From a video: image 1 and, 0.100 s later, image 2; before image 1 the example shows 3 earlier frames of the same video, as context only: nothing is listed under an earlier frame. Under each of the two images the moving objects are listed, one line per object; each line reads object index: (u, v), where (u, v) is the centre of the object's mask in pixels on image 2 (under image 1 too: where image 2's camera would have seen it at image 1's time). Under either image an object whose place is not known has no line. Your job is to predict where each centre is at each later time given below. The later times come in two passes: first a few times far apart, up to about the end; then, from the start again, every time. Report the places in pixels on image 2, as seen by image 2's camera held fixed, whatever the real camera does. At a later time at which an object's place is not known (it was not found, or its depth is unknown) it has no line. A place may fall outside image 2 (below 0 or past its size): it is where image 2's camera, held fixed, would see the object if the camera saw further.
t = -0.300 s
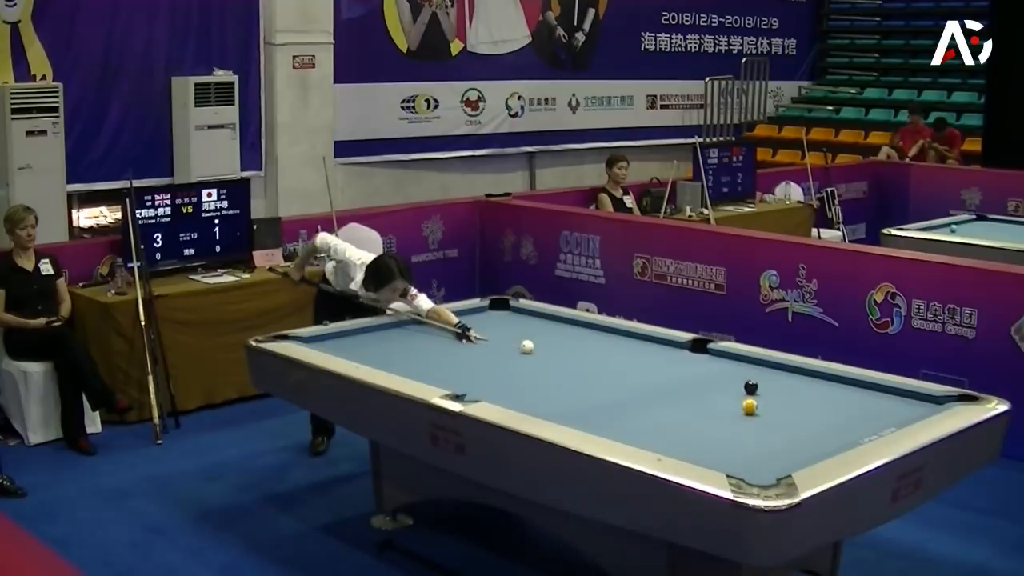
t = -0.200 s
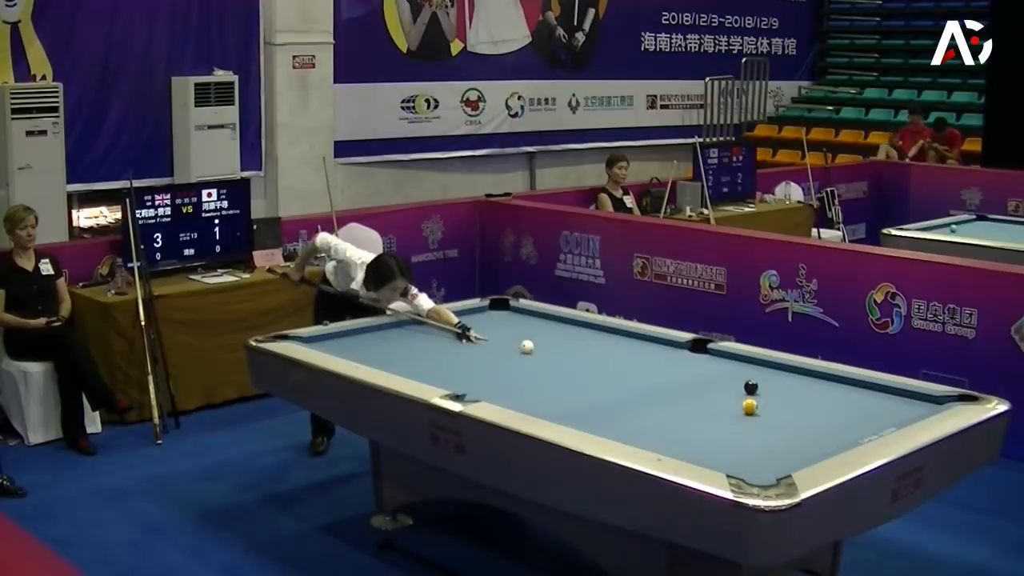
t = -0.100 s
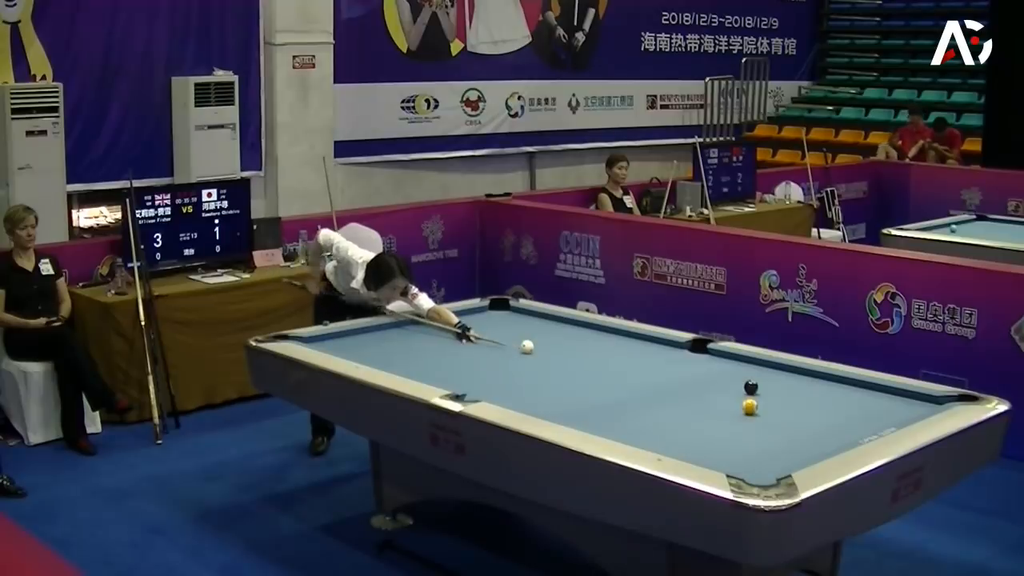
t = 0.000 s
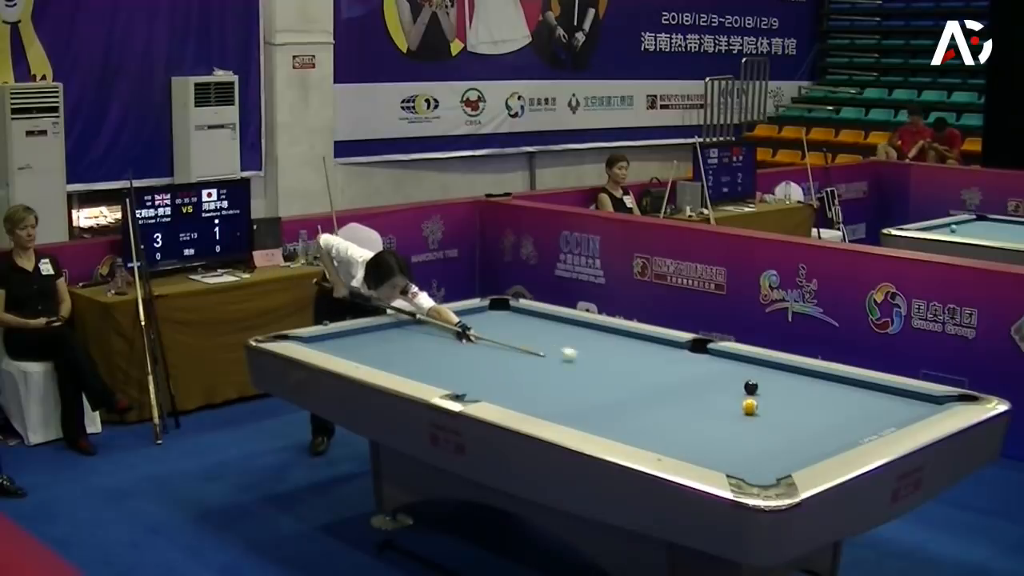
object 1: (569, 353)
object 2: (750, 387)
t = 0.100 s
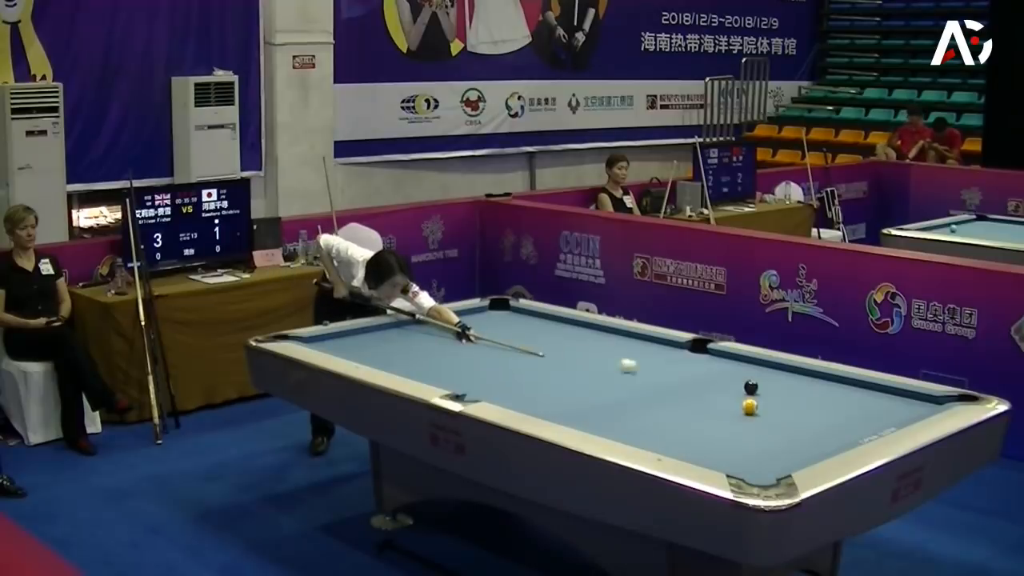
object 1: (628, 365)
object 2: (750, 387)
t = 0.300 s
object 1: (736, 386)
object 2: (755, 388)
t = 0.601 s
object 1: (726, 397)
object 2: (900, 399)
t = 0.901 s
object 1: (715, 406)
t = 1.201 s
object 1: (702, 416)
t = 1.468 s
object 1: (691, 424)
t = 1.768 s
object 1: (679, 433)
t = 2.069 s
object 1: (667, 442)
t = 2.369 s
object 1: (660, 444)
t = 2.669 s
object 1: (669, 443)
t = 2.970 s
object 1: (675, 442)
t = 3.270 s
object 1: (681, 439)
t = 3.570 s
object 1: (686, 438)
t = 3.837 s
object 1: (690, 437)
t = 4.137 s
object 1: (693, 436)
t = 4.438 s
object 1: (694, 436)
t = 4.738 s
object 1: (694, 436)
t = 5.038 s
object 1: (694, 436)
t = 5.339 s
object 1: (694, 436)
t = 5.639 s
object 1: (694, 436)
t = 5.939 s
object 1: (694, 436)
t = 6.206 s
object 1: (694, 436)
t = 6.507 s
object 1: (694, 436)
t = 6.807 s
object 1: (694, 436)
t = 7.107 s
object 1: (694, 436)
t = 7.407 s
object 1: (694, 436)
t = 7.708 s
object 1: (694, 436)
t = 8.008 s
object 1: (694, 436)
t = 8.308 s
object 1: (694, 436)
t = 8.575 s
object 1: (694, 436)
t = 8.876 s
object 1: (694, 436)
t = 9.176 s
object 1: (694, 436)
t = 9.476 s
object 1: (694, 436)
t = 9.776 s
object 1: (694, 436)
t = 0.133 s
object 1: (648, 368)
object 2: (750, 387)
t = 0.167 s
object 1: (667, 372)
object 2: (750, 387)
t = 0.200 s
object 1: (686, 376)
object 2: (750, 387)
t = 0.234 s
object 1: (705, 379)
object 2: (750, 387)
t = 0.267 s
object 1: (723, 383)
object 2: (750, 387)
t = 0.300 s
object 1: (736, 386)
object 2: (755, 388)
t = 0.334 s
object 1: (736, 388)
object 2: (773, 390)
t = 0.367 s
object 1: (735, 389)
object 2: (791, 391)
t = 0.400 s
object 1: (734, 391)
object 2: (809, 393)
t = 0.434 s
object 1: (733, 392)
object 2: (825, 395)
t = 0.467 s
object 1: (732, 393)
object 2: (841, 395)
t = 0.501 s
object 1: (730, 394)
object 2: (857, 397)
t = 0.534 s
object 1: (729, 395)
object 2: (872, 398)
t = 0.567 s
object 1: (728, 396)
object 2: (886, 399)
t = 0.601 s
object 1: (726, 397)
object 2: (900, 399)
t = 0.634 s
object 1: (725, 398)
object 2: (915, 401)
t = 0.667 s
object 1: (724, 399)
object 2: (928, 401)
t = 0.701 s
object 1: (722, 400)
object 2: (941, 400)
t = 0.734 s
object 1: (721, 401)
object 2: (958, 399)
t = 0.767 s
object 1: (720, 402)
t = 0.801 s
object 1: (718, 403)
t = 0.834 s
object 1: (717, 404)
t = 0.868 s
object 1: (716, 405)
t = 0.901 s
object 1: (715, 406)
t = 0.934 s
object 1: (713, 407)
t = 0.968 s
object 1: (712, 409)
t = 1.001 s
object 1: (710, 409)
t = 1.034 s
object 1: (709, 411)
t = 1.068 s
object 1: (708, 412)
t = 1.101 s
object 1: (707, 413)
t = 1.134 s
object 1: (705, 414)
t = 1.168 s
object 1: (704, 415)
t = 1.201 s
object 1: (702, 416)
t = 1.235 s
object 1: (701, 417)
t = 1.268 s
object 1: (700, 418)
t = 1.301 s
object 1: (698, 419)
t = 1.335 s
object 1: (697, 420)
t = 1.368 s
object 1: (695, 421)
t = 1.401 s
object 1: (694, 422)
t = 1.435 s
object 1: (693, 423)
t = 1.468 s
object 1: (691, 424)
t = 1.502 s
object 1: (690, 425)
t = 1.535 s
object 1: (689, 426)
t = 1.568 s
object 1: (687, 427)
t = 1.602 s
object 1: (686, 428)
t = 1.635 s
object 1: (684, 429)
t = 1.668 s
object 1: (683, 430)
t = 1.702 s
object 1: (681, 431)
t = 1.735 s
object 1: (680, 432)
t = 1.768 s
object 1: (679, 433)
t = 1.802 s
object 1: (678, 434)
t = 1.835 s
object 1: (676, 435)
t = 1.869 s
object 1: (675, 436)
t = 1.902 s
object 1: (674, 437)
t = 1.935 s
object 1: (672, 438)
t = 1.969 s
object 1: (671, 439)
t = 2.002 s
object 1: (669, 440)
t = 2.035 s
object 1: (668, 441)
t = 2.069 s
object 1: (667, 442)
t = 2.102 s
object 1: (666, 442)
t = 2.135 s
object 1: (665, 442)
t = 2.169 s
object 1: (664, 443)
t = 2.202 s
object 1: (662, 443)
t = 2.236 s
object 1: (661, 444)
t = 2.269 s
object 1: (659, 444)
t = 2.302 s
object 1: (658, 445)
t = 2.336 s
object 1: (659, 444)
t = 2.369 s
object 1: (660, 444)
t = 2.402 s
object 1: (661, 444)
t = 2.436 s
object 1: (662, 444)
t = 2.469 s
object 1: (663, 444)
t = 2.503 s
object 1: (664, 443)
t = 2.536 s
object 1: (665, 443)
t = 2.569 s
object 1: (665, 443)
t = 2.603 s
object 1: (667, 443)
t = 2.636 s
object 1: (667, 443)
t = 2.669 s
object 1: (669, 443)
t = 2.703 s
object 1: (669, 444)
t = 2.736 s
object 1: (670, 444)
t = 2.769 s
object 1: (671, 443)
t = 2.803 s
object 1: (672, 443)
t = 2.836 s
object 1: (672, 443)
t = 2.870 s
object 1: (673, 442)
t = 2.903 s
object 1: (674, 442)
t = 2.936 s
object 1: (674, 442)
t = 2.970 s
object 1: (675, 442)
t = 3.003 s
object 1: (676, 442)
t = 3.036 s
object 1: (676, 441)
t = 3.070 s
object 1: (677, 441)
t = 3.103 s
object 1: (678, 441)
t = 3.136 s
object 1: (679, 440)
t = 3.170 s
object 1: (679, 440)
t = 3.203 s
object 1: (680, 440)
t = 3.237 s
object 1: (681, 440)
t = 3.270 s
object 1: (681, 439)
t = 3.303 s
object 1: (682, 439)
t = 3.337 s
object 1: (682, 439)
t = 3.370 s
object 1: (683, 439)
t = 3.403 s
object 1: (683, 439)
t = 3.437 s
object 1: (684, 438)
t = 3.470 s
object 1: (684, 438)
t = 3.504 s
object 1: (685, 438)
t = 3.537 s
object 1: (686, 438)
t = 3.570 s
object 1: (686, 438)
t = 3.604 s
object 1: (687, 438)
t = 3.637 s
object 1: (687, 437)
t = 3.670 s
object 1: (688, 437)
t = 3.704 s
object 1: (688, 437)
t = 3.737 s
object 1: (689, 437)
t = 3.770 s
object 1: (689, 437)
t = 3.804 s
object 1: (690, 437)
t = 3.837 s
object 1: (690, 437)
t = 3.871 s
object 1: (690, 437)
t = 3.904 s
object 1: (690, 437)
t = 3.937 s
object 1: (691, 437)
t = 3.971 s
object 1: (691, 437)
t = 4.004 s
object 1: (691, 436)
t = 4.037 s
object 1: (692, 437)
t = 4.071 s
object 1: (692, 436)
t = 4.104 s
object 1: (692, 436)
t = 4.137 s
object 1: (693, 436)
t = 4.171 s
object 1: (693, 436)
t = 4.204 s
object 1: (693, 436)
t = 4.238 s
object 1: (693, 436)
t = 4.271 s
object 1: (693, 436)
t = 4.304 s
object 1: (693, 436)
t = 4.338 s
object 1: (694, 436)
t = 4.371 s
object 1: (694, 436)
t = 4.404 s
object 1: (694, 436)
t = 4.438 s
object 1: (694, 436)
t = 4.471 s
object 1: (694, 436)
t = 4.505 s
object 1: (694, 435)
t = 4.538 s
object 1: (694, 436)
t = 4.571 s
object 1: (694, 436)
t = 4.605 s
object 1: (694, 435)
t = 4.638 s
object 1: (694, 435)
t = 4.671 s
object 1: (694, 436)
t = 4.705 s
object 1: (694, 435)
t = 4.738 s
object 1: (694, 436)
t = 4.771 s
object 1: (694, 436)
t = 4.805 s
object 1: (694, 436)
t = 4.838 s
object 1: (694, 436)
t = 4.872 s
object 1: (694, 436)
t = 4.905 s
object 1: (694, 436)
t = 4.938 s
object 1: (694, 436)
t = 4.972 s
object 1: (694, 436)
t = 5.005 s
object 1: (694, 436)
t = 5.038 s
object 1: (694, 436)
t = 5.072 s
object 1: (694, 436)
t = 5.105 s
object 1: (694, 436)
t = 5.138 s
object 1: (694, 436)
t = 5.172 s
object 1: (694, 436)
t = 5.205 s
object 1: (694, 436)
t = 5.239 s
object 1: (694, 436)
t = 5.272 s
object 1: (694, 436)
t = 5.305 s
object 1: (694, 436)
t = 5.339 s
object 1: (694, 436)
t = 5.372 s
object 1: (694, 436)
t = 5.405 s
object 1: (694, 436)
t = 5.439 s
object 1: (694, 436)
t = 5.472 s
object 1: (694, 436)
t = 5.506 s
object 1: (694, 436)
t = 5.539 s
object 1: (694, 436)
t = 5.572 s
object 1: (694, 436)
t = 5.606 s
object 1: (694, 436)
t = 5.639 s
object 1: (694, 436)
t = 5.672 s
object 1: (694, 436)
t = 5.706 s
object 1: (694, 436)
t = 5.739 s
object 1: (694, 436)
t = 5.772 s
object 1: (694, 436)
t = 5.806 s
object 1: (694, 436)
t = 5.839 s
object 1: (694, 436)
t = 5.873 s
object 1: (694, 436)
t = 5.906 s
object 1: (694, 436)
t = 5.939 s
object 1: (694, 436)
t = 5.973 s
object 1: (694, 436)
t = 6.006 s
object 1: (694, 436)
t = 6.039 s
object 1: (694, 436)
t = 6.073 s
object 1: (694, 436)
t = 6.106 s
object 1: (694, 436)
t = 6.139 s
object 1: (694, 436)
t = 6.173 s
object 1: (694, 436)
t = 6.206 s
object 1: (694, 436)
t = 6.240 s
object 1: (694, 436)
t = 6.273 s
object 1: (694, 436)
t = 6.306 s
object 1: (694, 436)
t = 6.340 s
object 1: (694, 436)
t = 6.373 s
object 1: (694, 436)
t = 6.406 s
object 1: (694, 436)
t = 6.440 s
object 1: (694, 436)
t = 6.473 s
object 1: (694, 436)
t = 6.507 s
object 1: (694, 436)
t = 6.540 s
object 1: (694, 436)
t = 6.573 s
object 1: (694, 436)
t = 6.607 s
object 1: (694, 436)
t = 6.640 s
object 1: (694, 436)
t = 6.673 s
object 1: (694, 436)
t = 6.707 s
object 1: (694, 436)
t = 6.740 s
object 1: (694, 436)
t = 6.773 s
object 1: (694, 436)
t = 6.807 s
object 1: (694, 436)
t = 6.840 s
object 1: (694, 436)
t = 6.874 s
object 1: (694, 436)
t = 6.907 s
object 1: (694, 436)
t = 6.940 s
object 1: (694, 436)
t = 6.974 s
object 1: (694, 436)
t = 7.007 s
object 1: (694, 436)
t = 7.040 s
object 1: (694, 436)
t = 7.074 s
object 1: (694, 436)
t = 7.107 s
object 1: (694, 436)
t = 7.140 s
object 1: (694, 436)
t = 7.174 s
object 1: (694, 436)
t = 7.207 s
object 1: (694, 436)
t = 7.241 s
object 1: (694, 436)
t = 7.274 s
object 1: (694, 436)
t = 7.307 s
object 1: (694, 436)
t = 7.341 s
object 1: (694, 436)
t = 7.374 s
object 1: (694, 436)
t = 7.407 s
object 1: (694, 436)
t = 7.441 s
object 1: (694, 436)
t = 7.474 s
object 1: (694, 436)
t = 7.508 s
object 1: (694, 436)
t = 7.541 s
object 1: (694, 436)
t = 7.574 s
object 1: (694, 436)
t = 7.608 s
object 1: (694, 436)
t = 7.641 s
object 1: (694, 436)
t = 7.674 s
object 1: (694, 436)
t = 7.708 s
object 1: (694, 436)
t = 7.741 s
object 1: (694, 436)
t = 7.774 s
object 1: (694, 436)
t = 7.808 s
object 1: (694, 436)
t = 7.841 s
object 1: (694, 436)
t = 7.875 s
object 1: (694, 436)
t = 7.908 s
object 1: (694, 436)
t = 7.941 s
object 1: (694, 436)
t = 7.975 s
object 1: (694, 436)
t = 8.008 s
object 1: (694, 436)
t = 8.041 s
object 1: (694, 436)
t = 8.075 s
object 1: (694, 436)
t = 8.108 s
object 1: (694, 436)
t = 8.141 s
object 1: (694, 436)
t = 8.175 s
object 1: (694, 436)
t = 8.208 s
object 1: (694, 436)
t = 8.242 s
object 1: (694, 436)
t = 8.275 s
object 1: (694, 436)
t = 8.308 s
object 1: (694, 436)
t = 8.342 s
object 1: (694, 436)
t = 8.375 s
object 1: (694, 436)
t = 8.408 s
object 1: (694, 436)
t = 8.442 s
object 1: (694, 436)
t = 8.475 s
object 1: (694, 436)
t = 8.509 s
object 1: (694, 436)
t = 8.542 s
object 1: (694, 436)
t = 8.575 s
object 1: (694, 436)
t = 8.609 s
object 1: (694, 436)
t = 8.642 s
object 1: (694, 436)
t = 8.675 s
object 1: (694, 436)
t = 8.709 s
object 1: (694, 436)
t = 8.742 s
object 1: (694, 436)
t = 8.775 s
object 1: (694, 436)
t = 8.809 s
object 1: (694, 436)
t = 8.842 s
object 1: (694, 436)
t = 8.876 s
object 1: (694, 436)
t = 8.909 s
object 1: (694, 436)
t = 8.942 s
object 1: (694, 436)
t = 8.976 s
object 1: (694, 436)
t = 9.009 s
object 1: (694, 436)
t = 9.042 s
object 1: (694, 436)
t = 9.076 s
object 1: (694, 436)
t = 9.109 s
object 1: (694, 436)
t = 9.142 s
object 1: (694, 436)
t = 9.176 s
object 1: (694, 436)
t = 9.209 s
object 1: (694, 436)
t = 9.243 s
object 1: (694, 436)
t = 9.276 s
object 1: (694, 436)
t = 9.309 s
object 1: (694, 436)
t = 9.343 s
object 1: (694, 436)
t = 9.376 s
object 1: (694, 436)
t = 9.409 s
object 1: (694, 436)
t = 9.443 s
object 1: (694, 436)
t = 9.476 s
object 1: (694, 436)
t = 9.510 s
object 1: (694, 436)
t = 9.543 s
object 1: (694, 436)
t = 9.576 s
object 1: (694, 436)
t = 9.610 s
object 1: (694, 436)
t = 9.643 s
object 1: (694, 436)
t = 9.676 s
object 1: (694, 436)
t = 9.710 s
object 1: (694, 436)
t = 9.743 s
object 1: (694, 436)
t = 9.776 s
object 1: (694, 436)
